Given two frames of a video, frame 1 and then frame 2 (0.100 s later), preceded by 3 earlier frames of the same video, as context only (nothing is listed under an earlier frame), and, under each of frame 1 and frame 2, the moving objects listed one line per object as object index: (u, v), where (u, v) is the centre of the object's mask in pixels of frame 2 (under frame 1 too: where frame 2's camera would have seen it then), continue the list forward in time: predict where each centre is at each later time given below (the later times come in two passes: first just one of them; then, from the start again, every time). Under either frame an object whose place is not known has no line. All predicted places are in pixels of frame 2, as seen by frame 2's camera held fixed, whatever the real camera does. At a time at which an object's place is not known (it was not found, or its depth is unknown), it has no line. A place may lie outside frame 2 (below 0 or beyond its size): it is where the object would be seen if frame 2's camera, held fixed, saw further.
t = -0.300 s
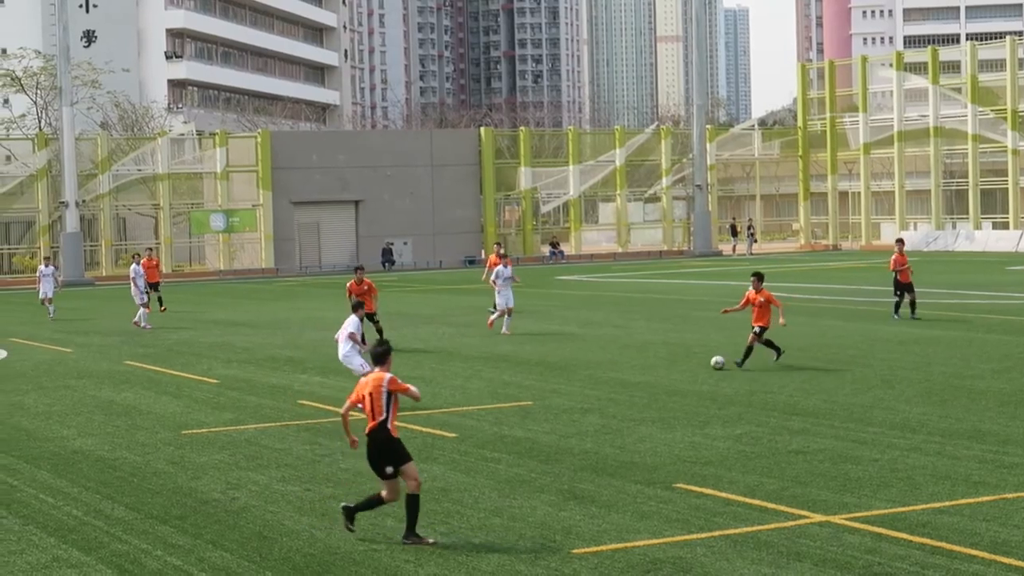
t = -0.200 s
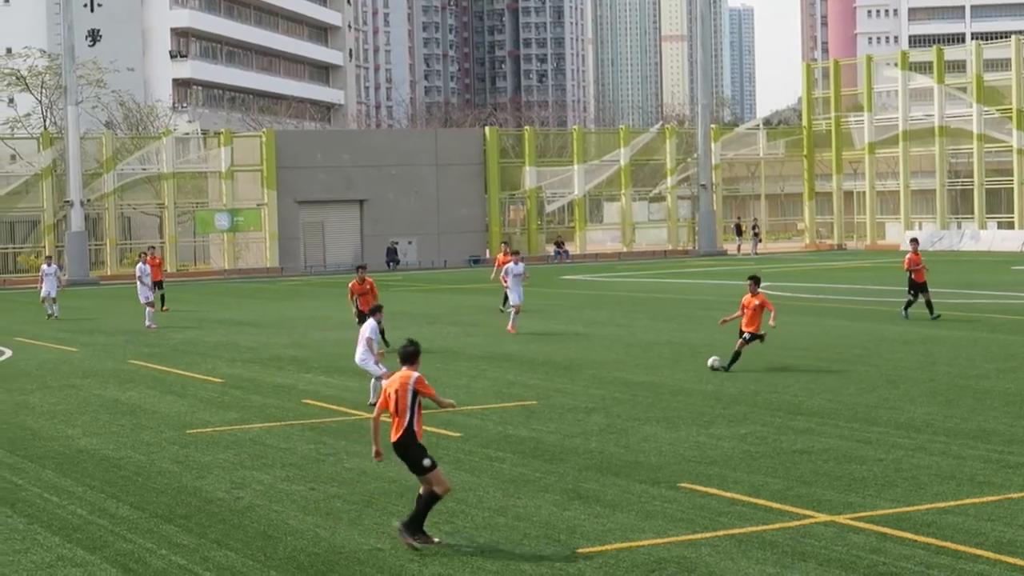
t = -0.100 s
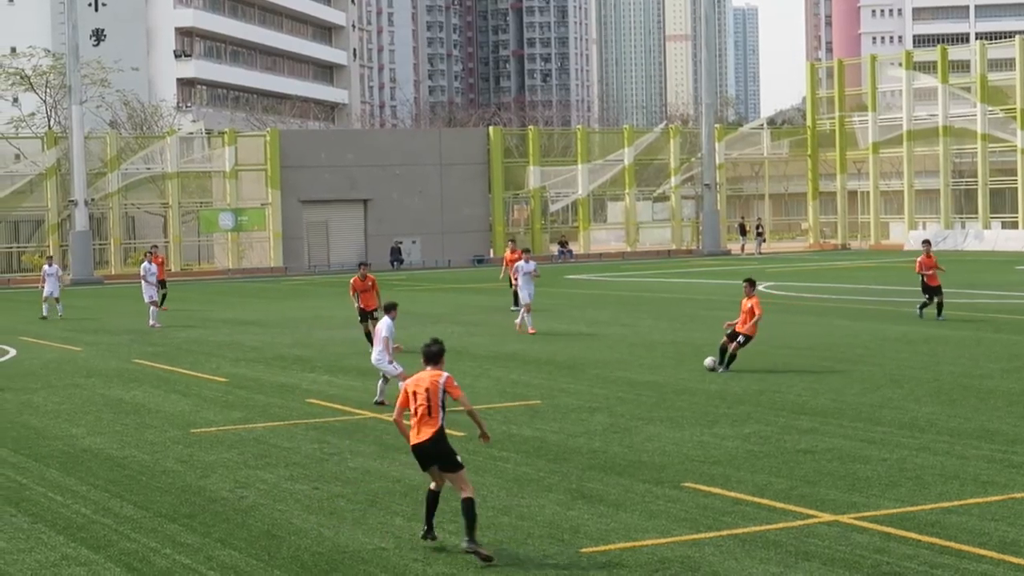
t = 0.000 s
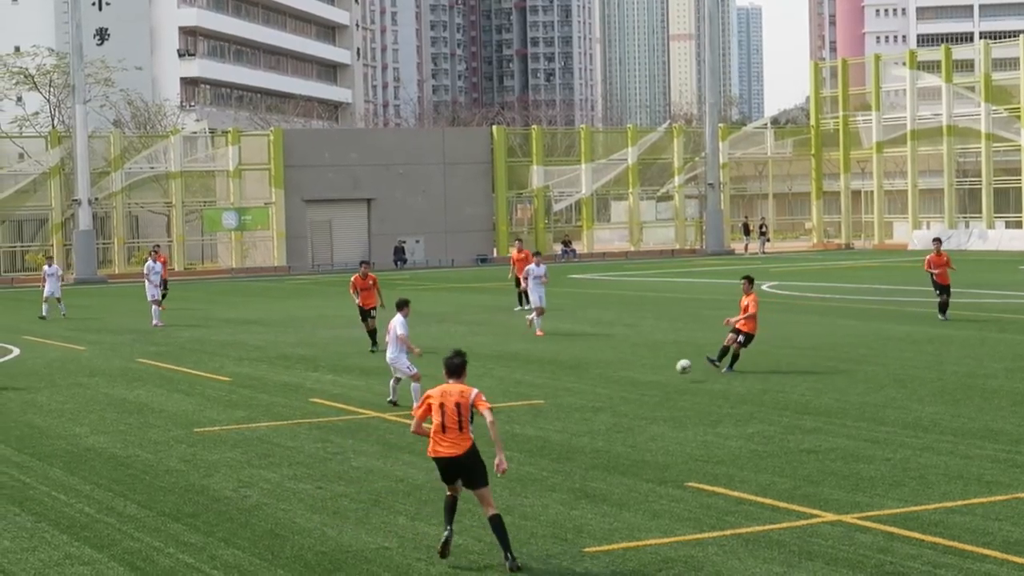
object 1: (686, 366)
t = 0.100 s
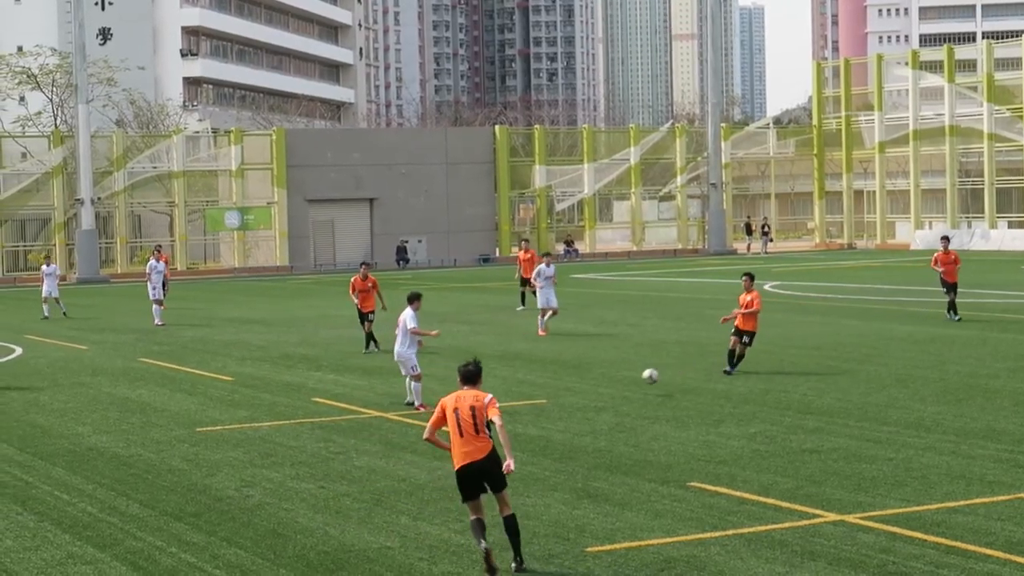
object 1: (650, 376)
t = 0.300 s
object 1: (574, 412)
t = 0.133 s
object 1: (638, 381)
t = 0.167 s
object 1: (625, 388)
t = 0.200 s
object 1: (612, 397)
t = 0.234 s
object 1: (599, 406)
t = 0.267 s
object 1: (587, 411)
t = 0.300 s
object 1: (574, 412)
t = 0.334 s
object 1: (562, 414)
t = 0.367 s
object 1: (548, 417)
